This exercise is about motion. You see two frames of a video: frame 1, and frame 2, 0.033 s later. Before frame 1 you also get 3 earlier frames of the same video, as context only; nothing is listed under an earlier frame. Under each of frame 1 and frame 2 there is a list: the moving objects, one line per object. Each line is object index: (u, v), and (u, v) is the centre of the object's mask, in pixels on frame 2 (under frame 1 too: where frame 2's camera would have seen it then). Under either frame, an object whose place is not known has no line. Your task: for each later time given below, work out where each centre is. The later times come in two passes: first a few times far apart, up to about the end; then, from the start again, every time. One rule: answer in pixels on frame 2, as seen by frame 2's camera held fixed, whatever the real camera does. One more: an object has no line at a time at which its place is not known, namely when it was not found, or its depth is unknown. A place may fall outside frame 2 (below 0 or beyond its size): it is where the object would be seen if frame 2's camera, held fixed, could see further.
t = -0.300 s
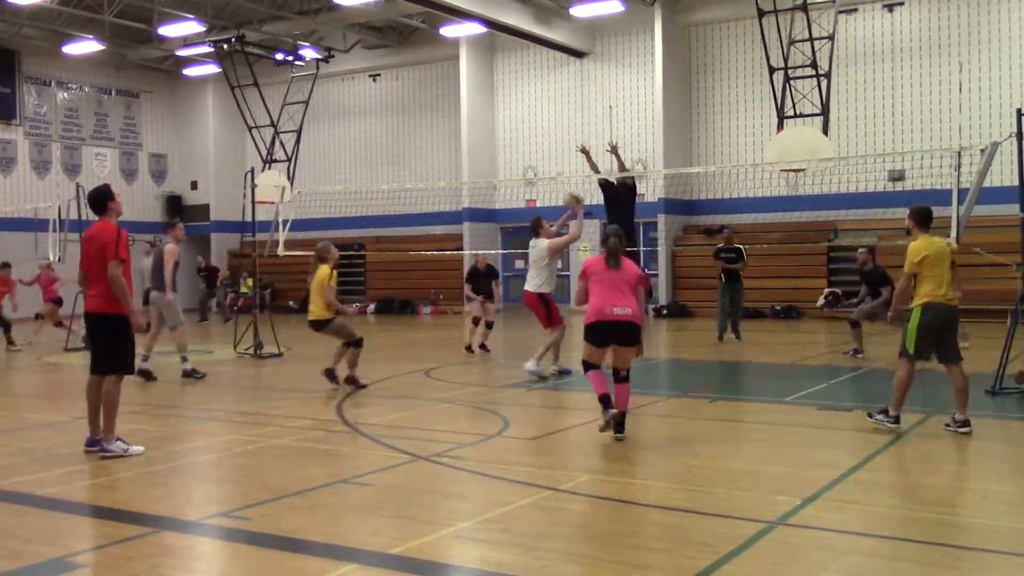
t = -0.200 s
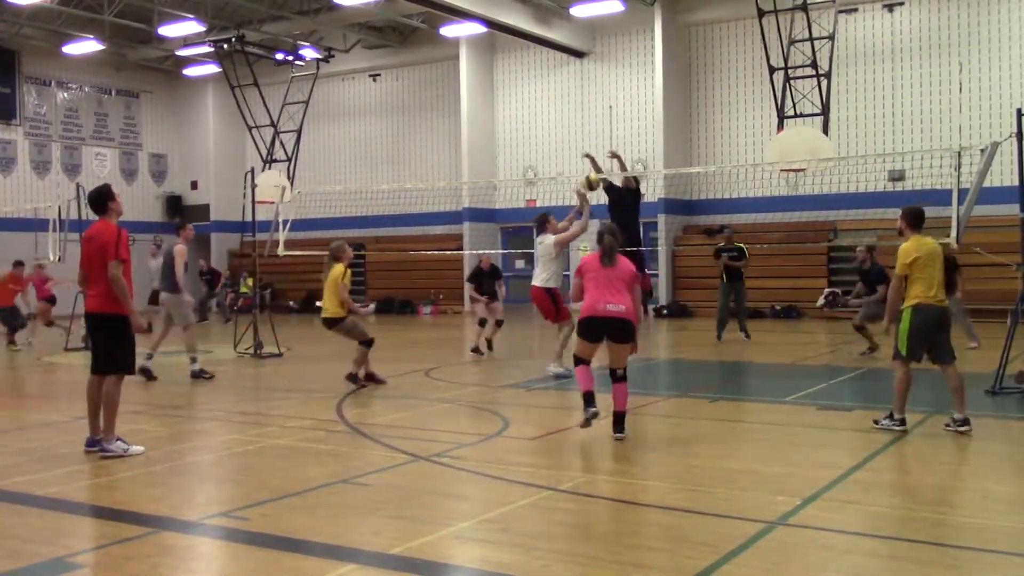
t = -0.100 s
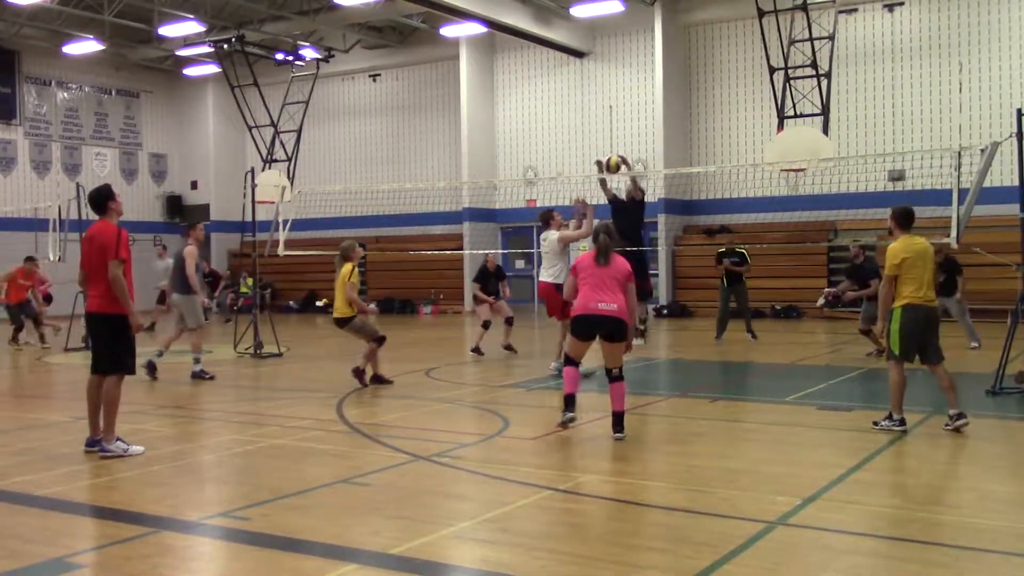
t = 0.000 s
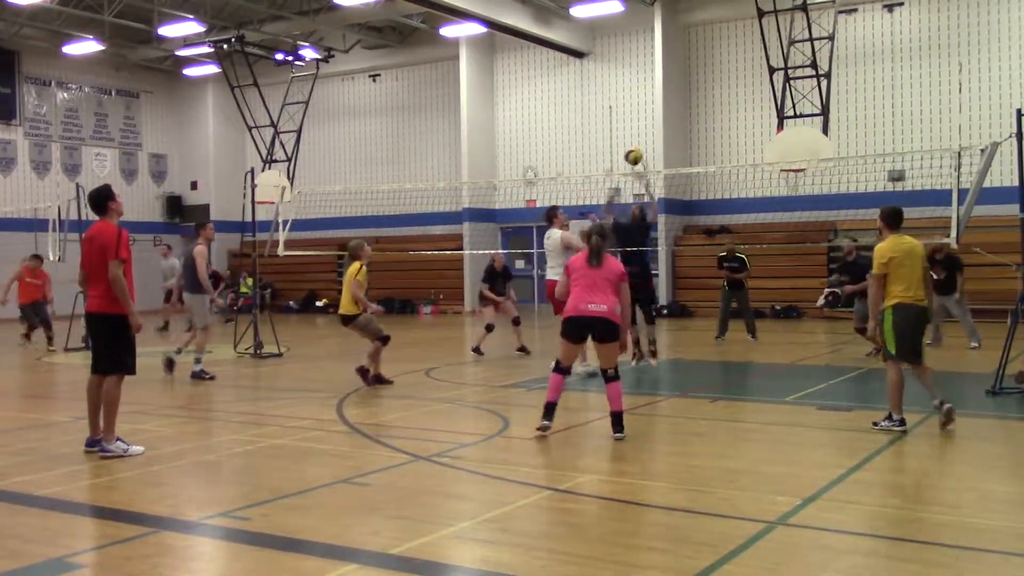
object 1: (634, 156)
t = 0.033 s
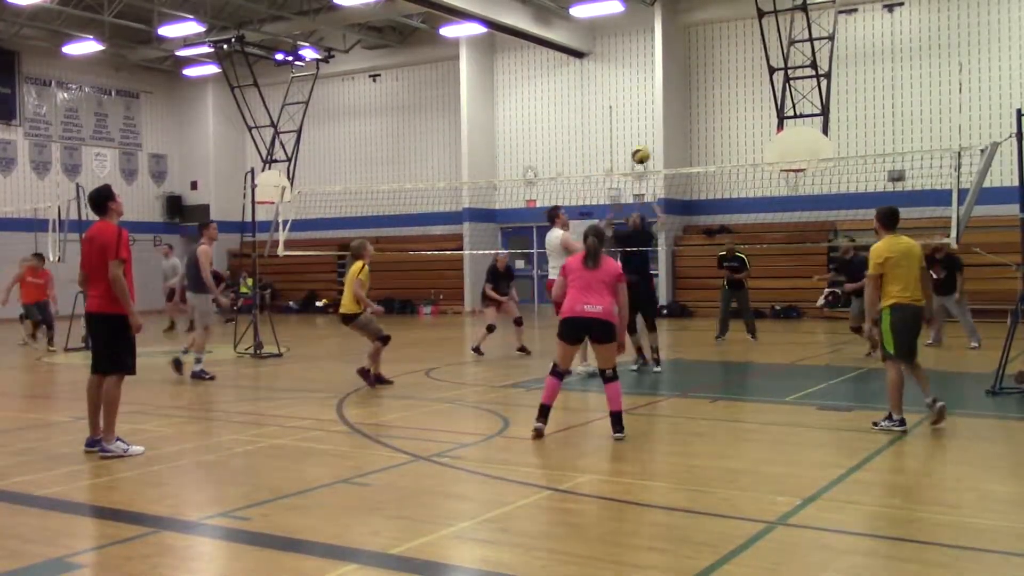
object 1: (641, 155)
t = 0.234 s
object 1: (680, 162)
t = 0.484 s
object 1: (703, 167)
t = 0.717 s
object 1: (724, 212)
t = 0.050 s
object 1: (645, 155)
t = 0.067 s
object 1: (648, 154)
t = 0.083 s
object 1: (651, 155)
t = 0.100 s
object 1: (655, 155)
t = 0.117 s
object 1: (658, 156)
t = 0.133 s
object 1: (661, 158)
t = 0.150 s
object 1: (665, 159)
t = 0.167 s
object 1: (668, 160)
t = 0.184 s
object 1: (672, 162)
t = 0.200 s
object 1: (675, 162)
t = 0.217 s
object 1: (677, 163)
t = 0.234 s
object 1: (680, 162)
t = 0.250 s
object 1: (681, 162)
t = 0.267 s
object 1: (683, 161)
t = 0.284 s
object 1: (684, 162)
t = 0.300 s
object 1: (686, 162)
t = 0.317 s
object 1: (687, 162)
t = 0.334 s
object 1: (690, 162)
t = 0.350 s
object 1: (691, 161)
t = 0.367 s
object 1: (693, 162)
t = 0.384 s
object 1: (694, 162)
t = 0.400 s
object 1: (696, 162)
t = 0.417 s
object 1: (697, 162)
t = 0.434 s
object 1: (699, 163)
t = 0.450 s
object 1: (700, 164)
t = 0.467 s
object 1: (702, 165)
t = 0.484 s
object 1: (703, 167)
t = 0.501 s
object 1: (704, 168)
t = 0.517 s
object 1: (706, 171)
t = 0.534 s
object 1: (708, 172)
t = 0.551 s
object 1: (709, 175)
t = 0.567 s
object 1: (710, 177)
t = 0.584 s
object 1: (711, 179)
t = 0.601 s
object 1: (713, 184)
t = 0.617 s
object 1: (715, 187)
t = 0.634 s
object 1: (716, 191)
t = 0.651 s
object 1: (717, 194)
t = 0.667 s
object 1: (720, 197)
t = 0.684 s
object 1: (720, 203)
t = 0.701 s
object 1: (723, 207)
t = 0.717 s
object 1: (724, 212)
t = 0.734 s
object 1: (726, 217)
